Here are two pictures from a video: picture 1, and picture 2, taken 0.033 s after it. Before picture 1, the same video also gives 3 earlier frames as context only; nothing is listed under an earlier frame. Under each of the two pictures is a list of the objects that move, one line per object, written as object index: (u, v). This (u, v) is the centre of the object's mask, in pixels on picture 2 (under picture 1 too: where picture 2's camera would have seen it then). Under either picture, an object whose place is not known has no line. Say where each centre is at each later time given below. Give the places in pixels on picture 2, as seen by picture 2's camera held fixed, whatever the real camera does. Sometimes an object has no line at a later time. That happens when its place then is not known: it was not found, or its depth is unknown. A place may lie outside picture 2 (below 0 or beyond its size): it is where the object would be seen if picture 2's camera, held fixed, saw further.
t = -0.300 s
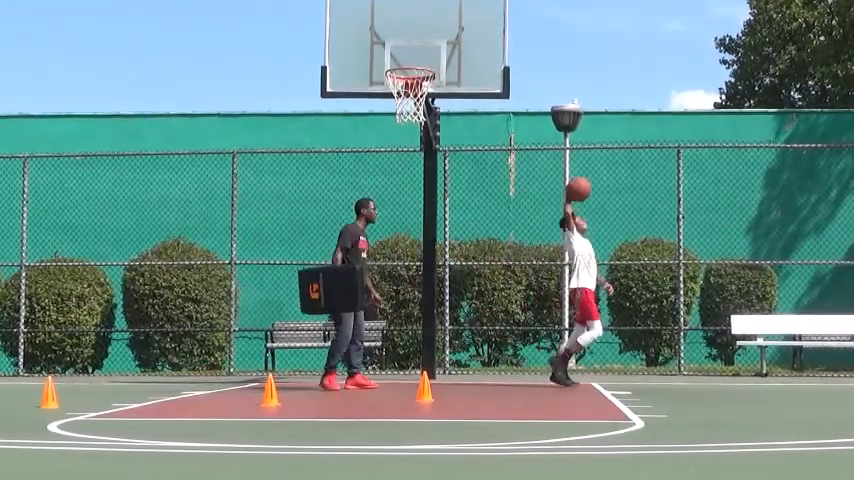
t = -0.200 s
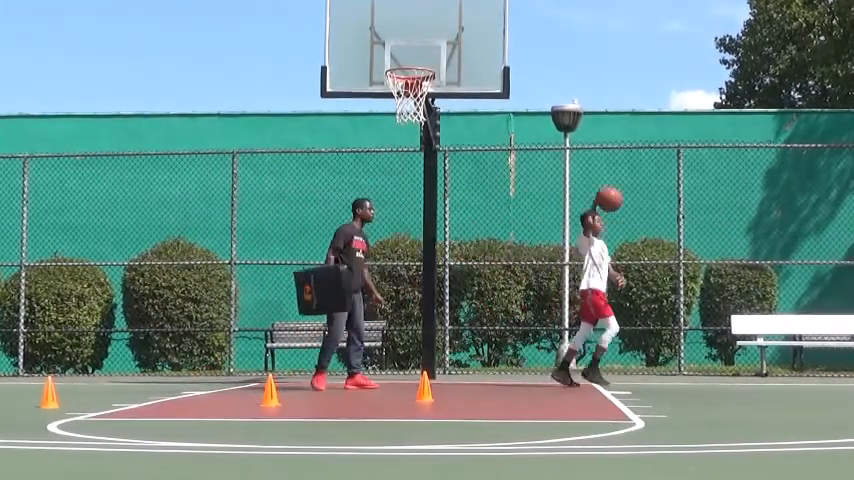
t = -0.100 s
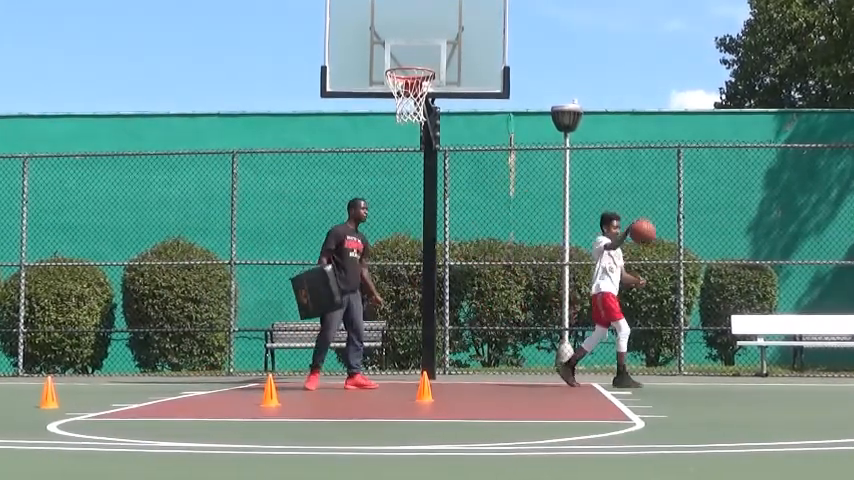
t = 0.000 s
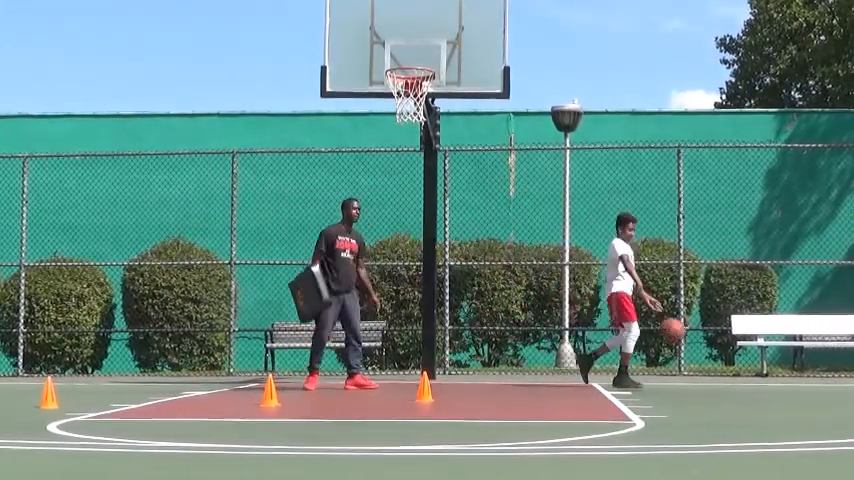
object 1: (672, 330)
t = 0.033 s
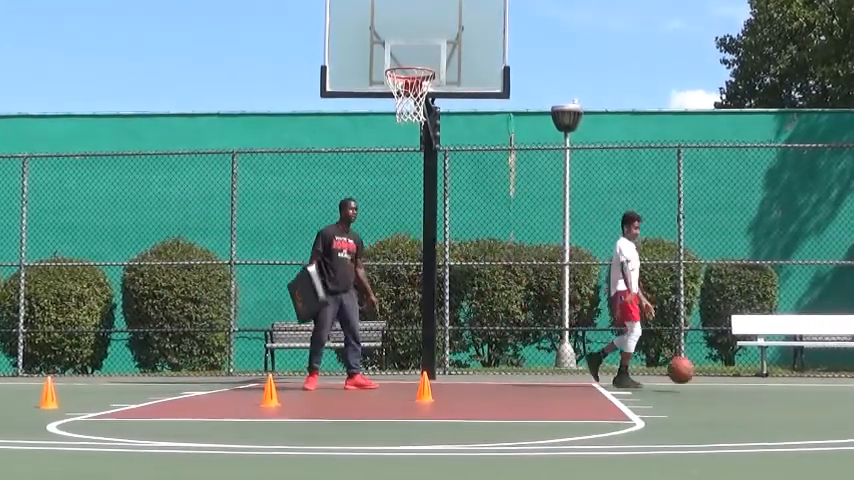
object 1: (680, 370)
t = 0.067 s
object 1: (684, 366)
